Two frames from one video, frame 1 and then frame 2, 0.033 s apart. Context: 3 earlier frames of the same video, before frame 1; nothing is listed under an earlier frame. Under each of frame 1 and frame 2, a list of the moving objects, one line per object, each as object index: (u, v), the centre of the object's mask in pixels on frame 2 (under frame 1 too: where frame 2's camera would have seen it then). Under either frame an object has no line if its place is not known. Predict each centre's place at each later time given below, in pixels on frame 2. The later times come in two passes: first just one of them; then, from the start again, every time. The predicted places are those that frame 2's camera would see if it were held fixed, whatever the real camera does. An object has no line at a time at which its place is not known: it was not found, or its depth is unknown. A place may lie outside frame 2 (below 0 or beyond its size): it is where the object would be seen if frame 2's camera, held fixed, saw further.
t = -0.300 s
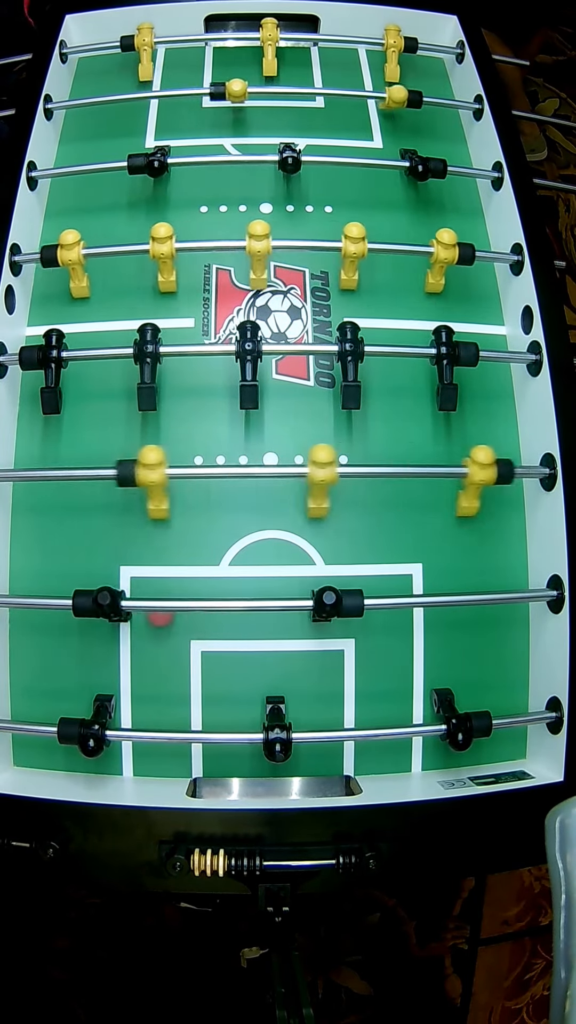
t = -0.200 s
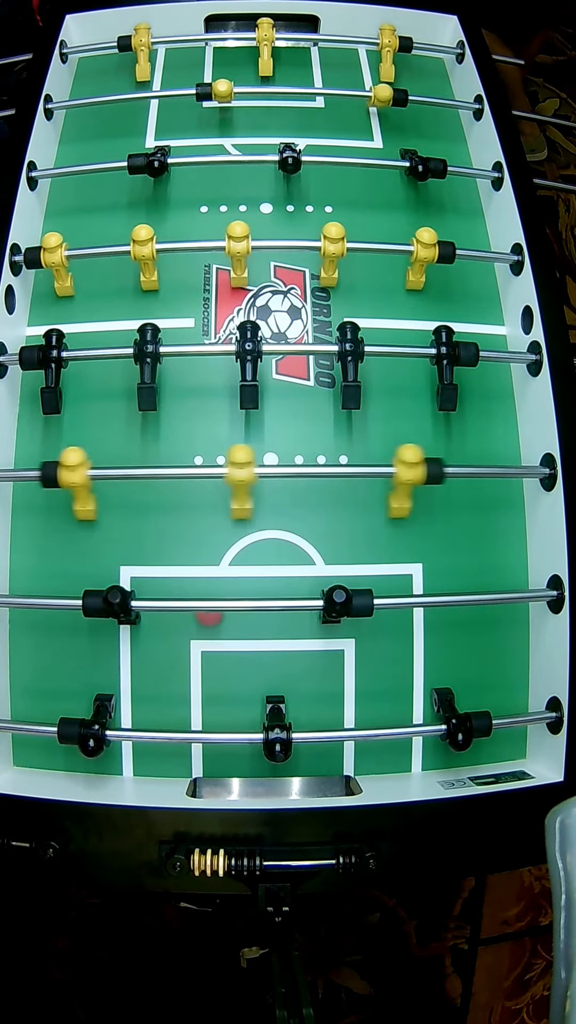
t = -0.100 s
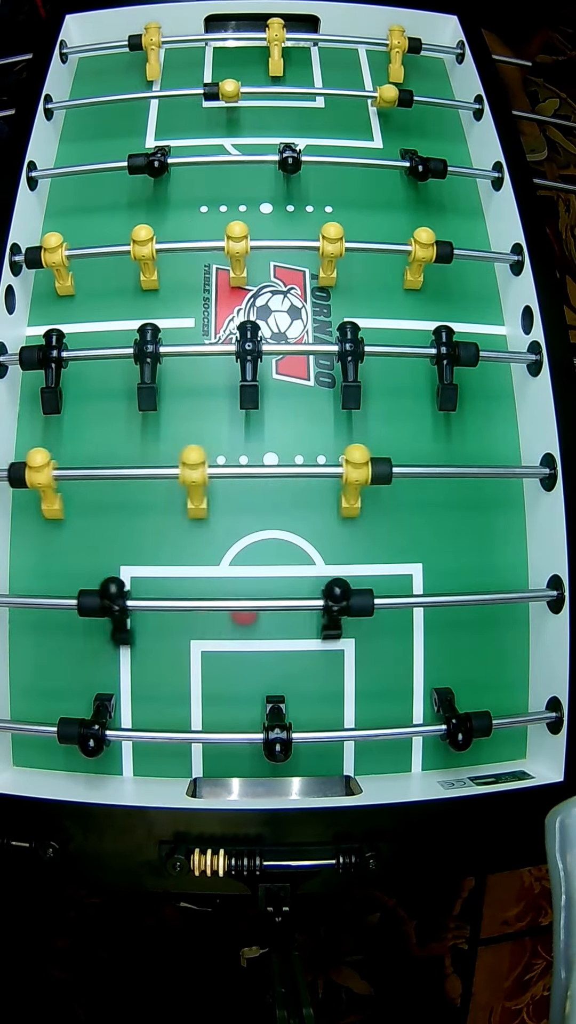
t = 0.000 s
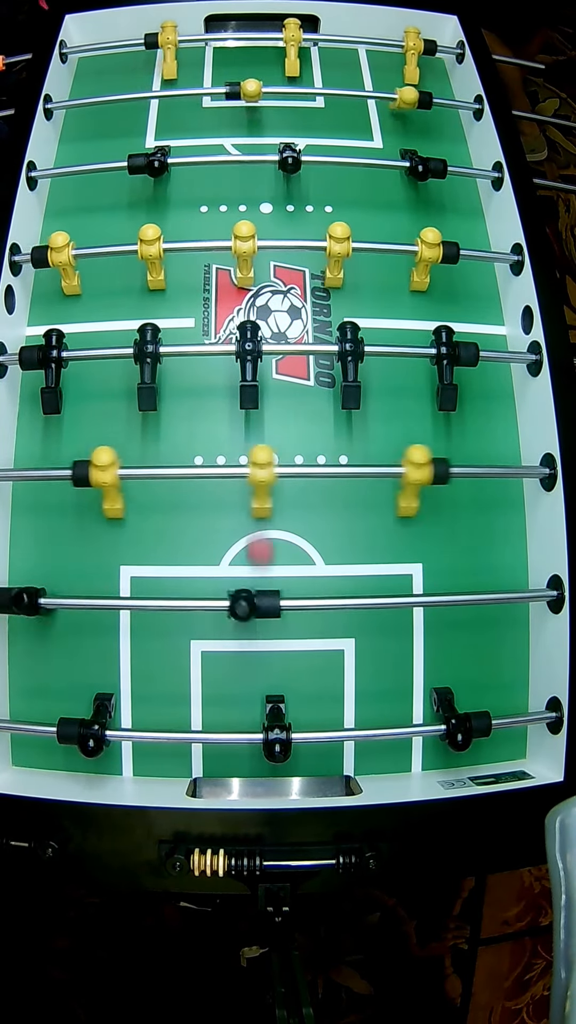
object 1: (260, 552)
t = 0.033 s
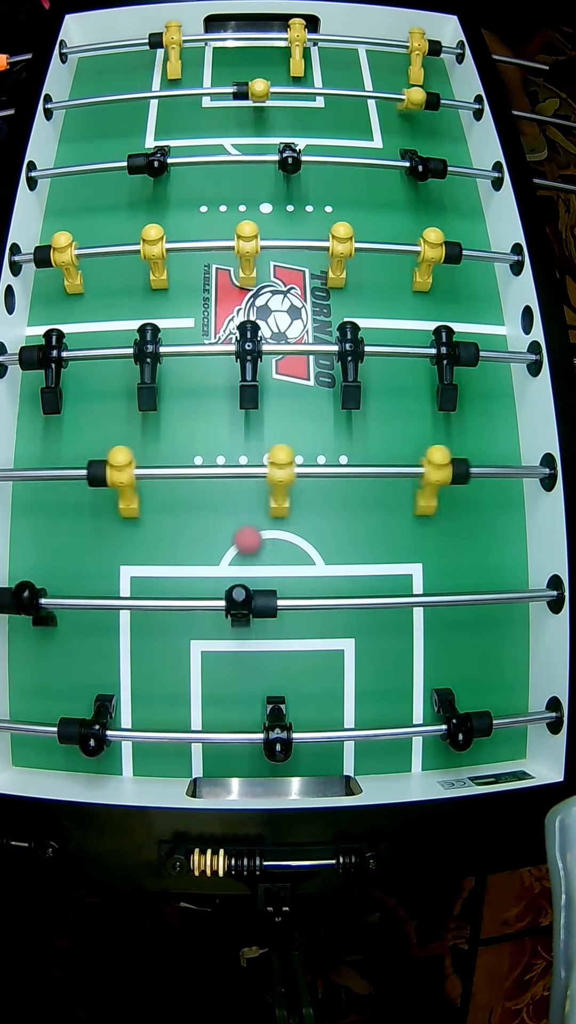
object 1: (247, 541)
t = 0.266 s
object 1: (163, 590)
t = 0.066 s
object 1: (234, 552)
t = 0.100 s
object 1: (222, 561)
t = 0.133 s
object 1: (210, 568)
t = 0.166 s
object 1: (198, 576)
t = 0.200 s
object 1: (185, 583)
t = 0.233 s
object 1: (174, 588)
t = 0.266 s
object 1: (163, 590)
